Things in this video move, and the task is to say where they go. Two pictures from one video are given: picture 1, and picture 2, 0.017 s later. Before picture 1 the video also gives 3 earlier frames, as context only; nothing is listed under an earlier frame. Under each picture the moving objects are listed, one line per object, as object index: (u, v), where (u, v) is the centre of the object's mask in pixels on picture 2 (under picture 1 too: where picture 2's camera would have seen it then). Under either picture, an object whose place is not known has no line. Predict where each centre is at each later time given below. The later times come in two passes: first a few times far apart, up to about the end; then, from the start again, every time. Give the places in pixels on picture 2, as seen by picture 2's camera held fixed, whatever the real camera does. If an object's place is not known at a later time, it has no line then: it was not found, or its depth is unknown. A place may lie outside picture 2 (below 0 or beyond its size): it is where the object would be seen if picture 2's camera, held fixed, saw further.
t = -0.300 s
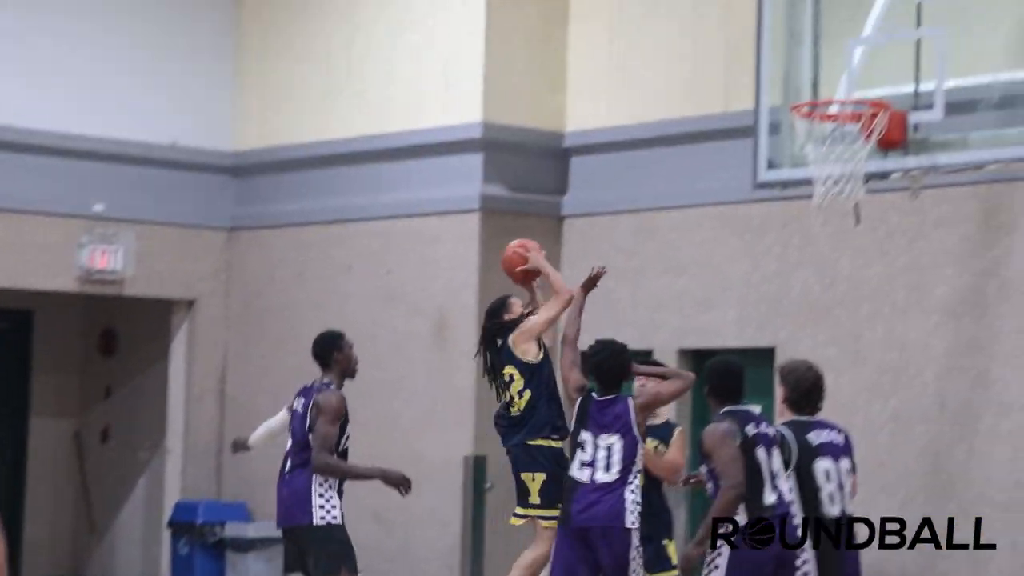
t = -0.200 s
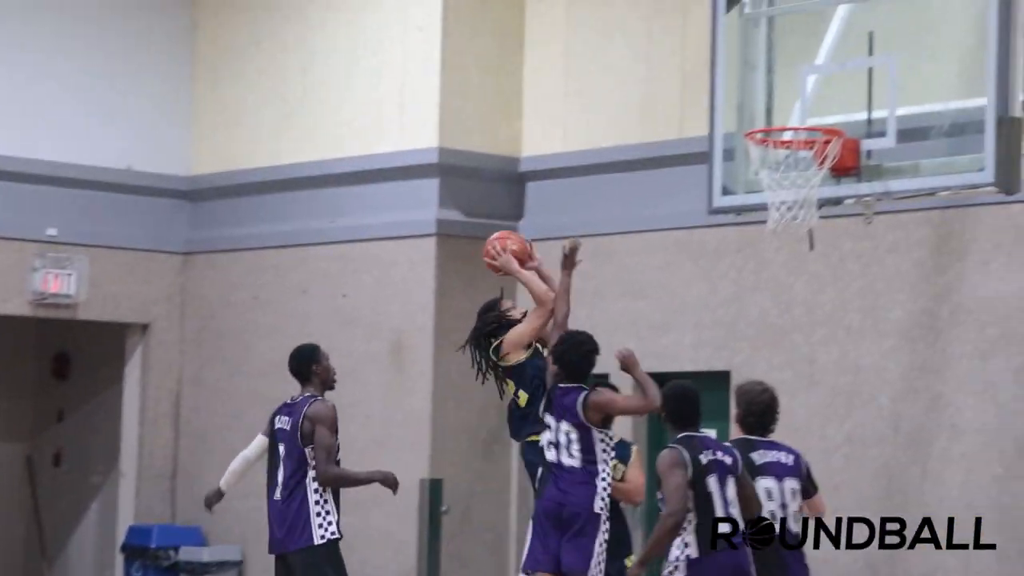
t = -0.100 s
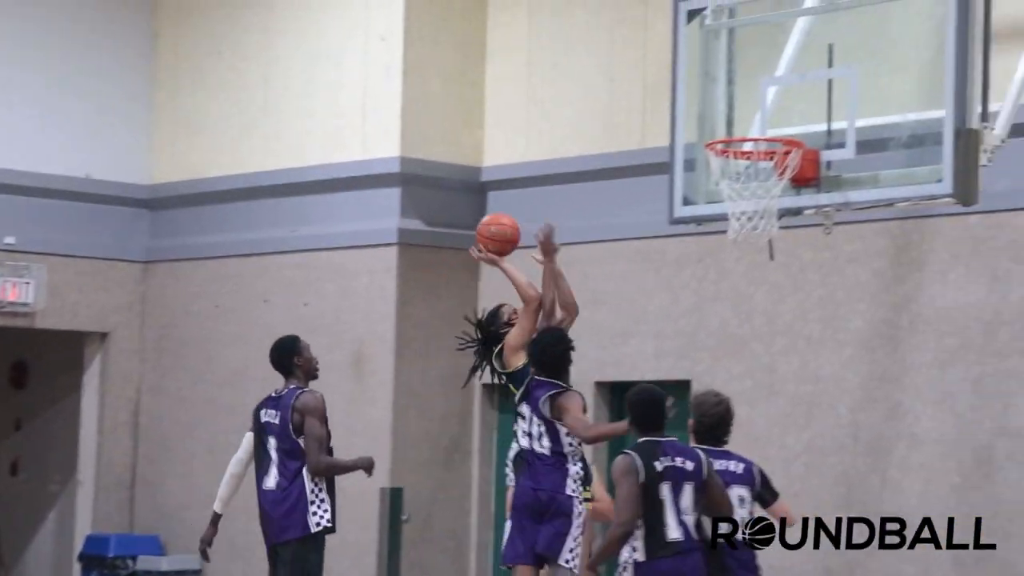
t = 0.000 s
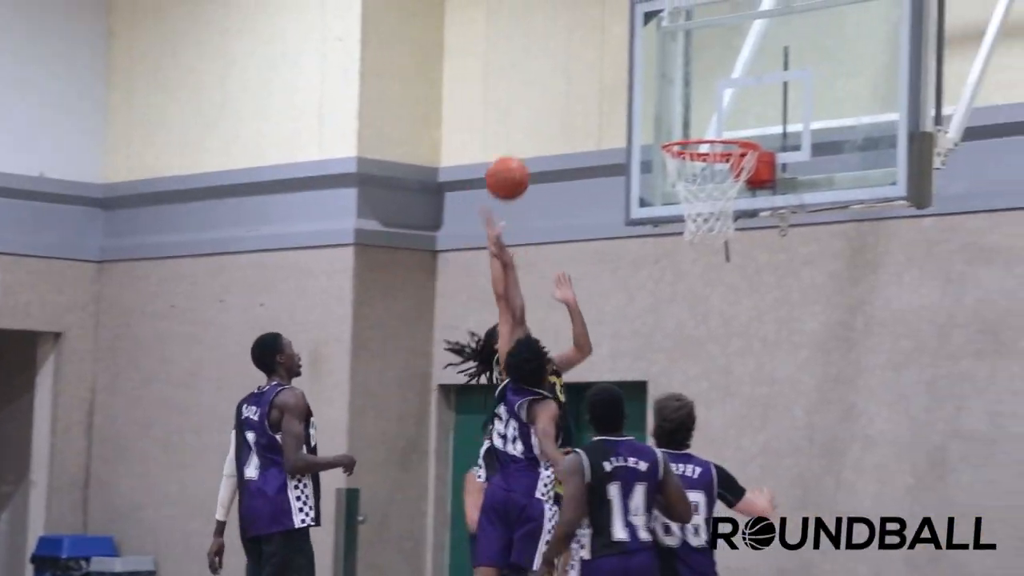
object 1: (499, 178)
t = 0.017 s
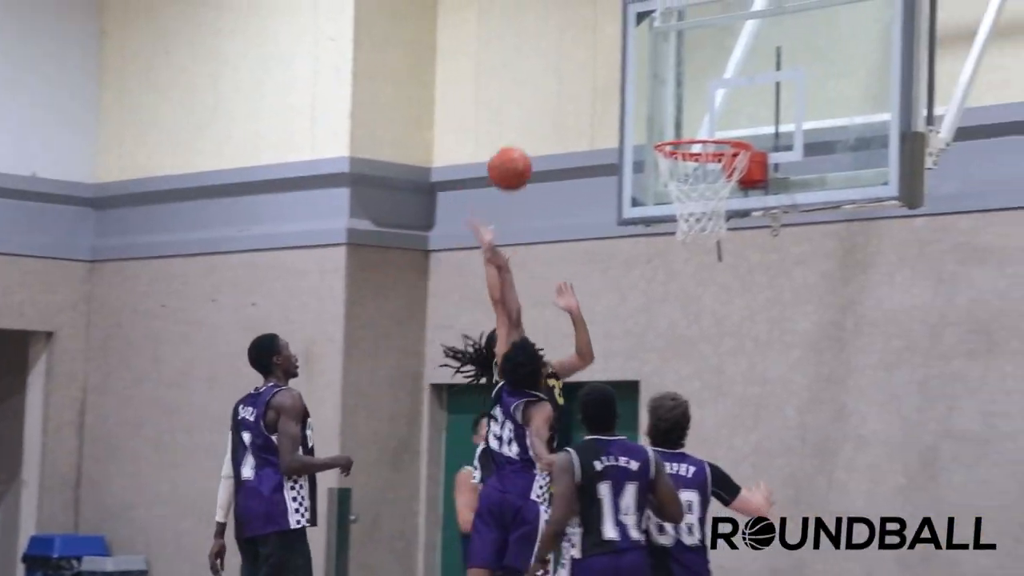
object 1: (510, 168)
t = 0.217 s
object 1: (638, 96)
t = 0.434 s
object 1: (668, 110)
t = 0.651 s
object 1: (710, 139)
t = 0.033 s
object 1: (521, 160)
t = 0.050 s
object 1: (531, 151)
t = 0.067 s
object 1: (542, 143)
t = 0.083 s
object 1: (552, 136)
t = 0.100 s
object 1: (563, 129)
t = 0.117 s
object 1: (573, 123)
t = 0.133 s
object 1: (584, 117)
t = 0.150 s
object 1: (595, 112)
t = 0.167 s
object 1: (606, 107)
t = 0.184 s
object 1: (617, 103)
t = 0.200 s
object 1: (627, 100)
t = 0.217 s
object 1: (638, 96)
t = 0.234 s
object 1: (649, 93)
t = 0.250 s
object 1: (657, 92)
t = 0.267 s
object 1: (658, 91)
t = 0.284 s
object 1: (659, 90)
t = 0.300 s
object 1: (660, 90)
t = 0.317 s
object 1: (661, 91)
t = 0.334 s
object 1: (662, 92)
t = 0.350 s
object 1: (663, 94)
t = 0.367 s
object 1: (664, 96)
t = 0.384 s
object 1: (665, 99)
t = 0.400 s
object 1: (666, 102)
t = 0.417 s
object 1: (667, 106)
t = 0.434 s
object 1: (668, 110)
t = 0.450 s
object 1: (670, 115)
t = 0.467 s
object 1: (670, 119)
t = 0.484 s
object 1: (671, 124)
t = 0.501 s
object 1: (673, 125)
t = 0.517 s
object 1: (677, 124)
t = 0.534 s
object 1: (681, 124)
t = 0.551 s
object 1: (686, 125)
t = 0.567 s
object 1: (690, 124)
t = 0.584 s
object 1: (695, 127)
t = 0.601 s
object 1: (698, 125)
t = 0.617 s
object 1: (703, 127)
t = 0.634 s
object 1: (707, 135)
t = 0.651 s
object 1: (710, 139)
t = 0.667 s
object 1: (710, 139)
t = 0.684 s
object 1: (710, 139)
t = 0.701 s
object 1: (710, 142)
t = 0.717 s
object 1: (710, 142)
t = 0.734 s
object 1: (710, 144)
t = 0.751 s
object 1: (710, 146)
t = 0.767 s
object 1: (710, 148)
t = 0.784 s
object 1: (709, 152)
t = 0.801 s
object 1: (708, 160)
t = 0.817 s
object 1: (709, 163)
